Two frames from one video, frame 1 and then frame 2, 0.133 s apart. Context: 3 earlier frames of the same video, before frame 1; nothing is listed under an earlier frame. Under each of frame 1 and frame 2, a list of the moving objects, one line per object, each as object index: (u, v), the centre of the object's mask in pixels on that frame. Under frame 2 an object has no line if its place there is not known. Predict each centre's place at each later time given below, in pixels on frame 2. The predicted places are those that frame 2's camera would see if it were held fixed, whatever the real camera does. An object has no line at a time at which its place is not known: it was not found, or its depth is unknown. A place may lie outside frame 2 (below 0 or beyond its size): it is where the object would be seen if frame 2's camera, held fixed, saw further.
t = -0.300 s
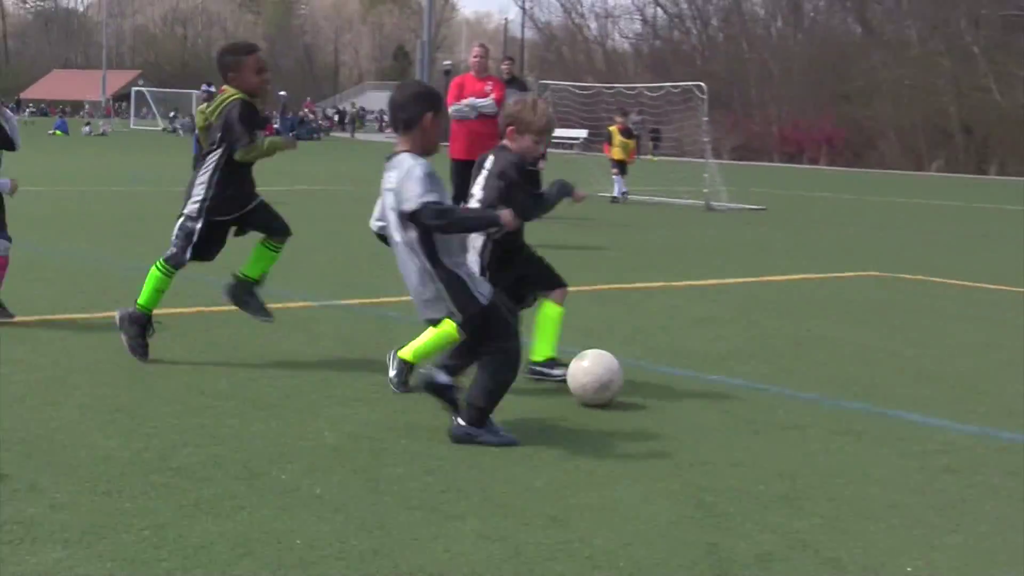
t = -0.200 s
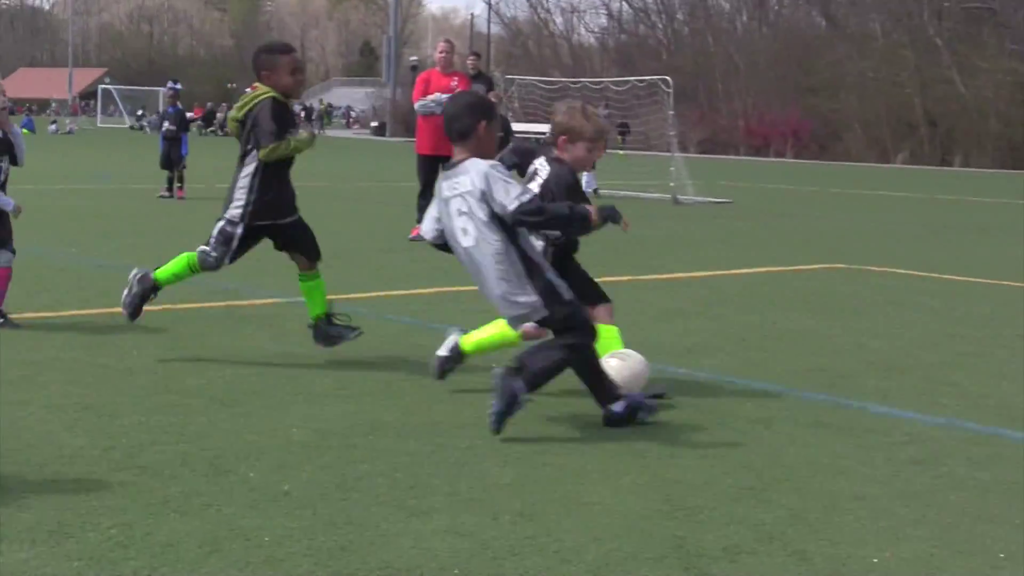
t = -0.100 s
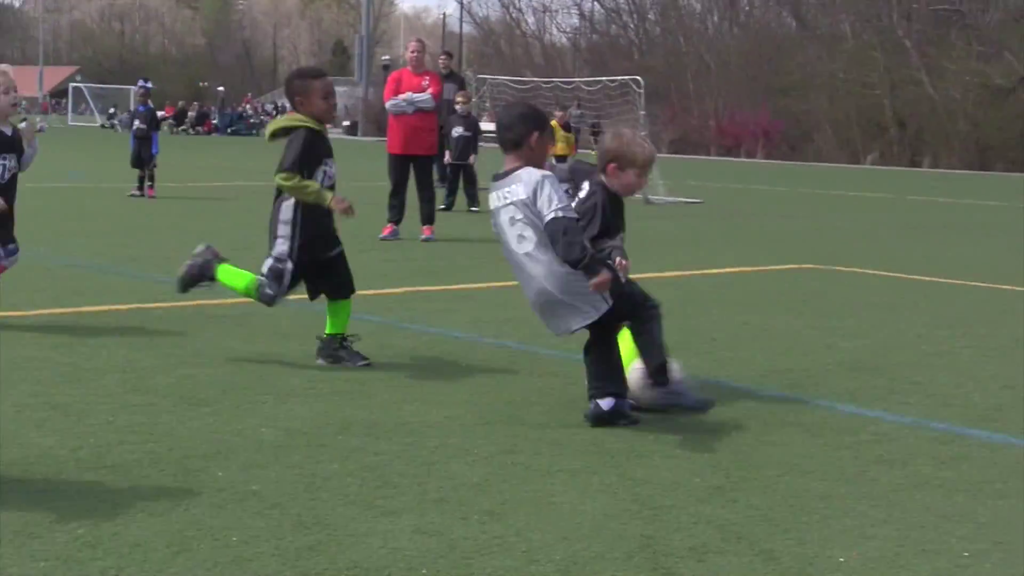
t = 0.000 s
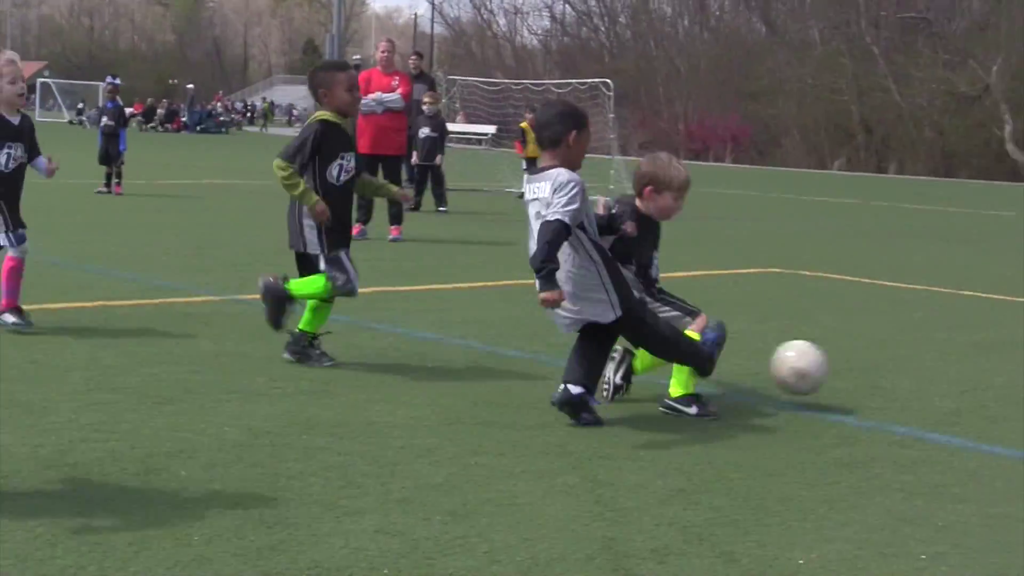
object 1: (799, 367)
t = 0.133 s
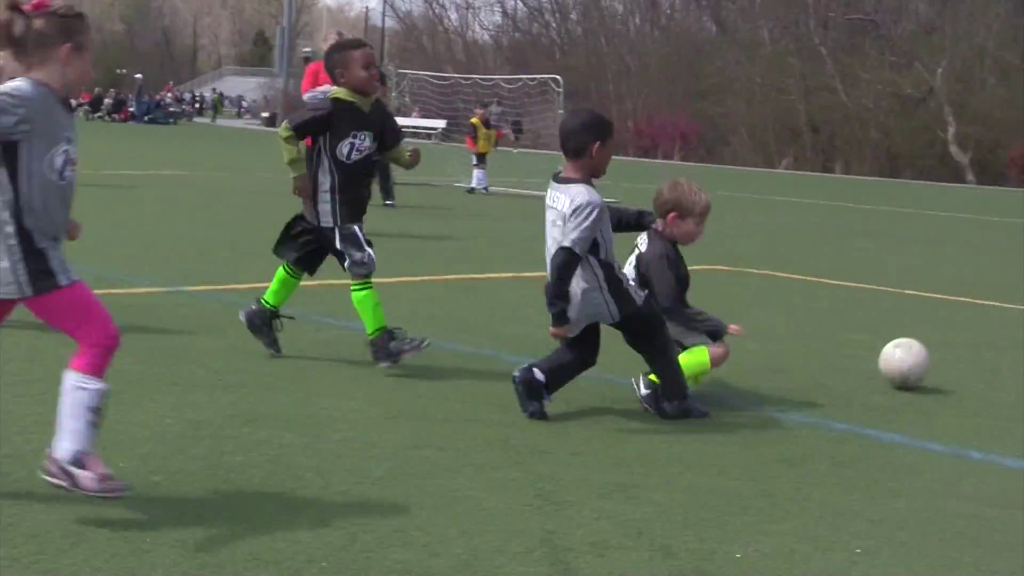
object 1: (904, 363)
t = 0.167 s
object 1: (934, 353)
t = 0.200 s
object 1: (962, 348)
